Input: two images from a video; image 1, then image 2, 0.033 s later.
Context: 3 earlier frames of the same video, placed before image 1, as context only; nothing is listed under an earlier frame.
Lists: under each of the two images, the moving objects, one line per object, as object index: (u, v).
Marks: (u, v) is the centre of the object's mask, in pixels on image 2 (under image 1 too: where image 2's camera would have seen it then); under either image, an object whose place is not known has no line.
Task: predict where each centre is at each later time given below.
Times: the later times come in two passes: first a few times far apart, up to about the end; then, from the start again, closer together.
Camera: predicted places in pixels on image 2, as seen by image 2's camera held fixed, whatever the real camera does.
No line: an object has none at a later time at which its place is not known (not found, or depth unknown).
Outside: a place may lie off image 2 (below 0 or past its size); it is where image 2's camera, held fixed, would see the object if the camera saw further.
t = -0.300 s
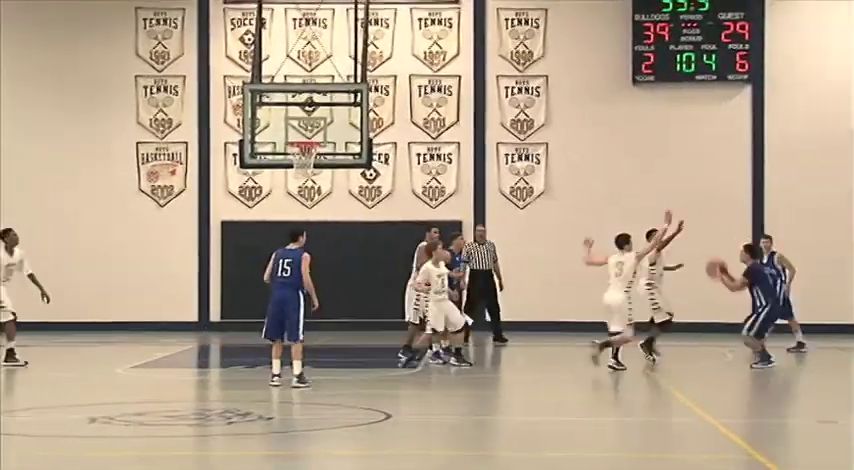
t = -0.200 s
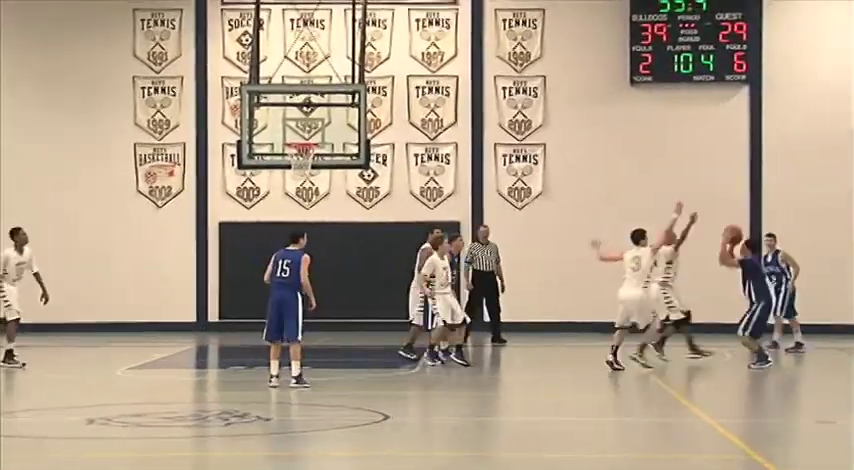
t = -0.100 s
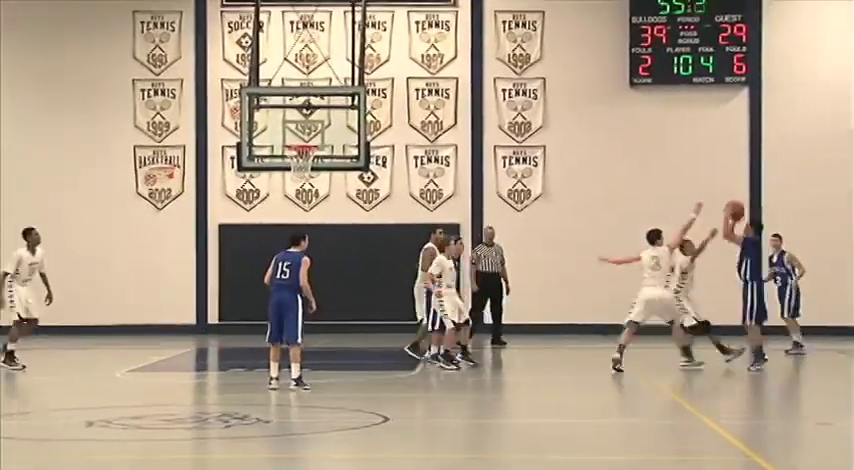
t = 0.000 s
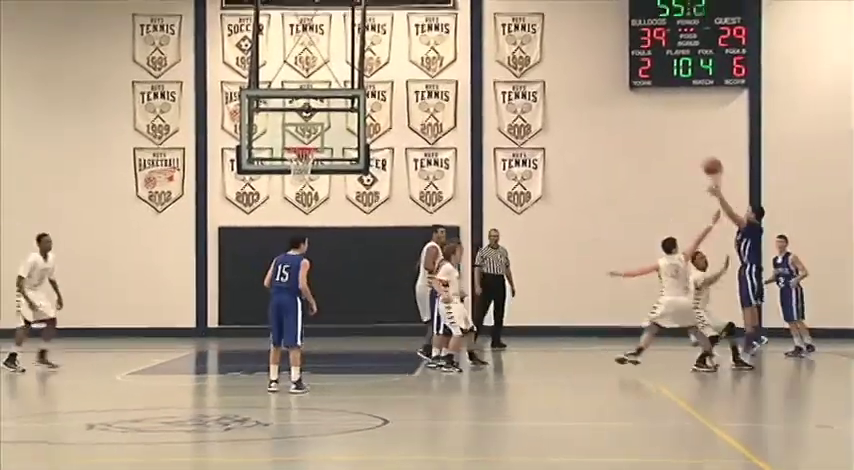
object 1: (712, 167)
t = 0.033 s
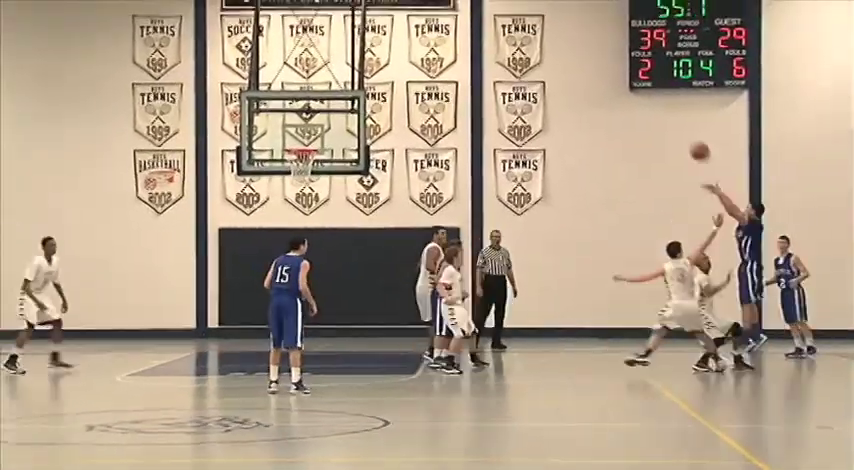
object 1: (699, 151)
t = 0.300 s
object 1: (603, 54)
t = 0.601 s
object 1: (508, 13)
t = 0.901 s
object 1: (419, 36)
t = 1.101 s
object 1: (367, 83)
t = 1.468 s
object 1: (334, 103)
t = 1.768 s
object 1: (355, 90)
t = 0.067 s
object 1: (687, 136)
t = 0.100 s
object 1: (674, 121)
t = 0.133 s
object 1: (663, 108)
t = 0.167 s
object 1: (649, 95)
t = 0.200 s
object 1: (638, 83)
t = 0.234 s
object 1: (626, 72)
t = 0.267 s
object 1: (614, 63)
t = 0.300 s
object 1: (603, 54)
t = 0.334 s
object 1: (592, 46)
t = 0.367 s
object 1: (581, 39)
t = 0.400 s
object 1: (571, 33)
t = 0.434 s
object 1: (560, 27)
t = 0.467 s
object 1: (549, 23)
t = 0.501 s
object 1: (539, 19)
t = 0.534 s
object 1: (528, 16)
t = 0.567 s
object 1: (518, 14)
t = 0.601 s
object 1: (508, 13)
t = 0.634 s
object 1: (498, 12)
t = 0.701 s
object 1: (478, 13)
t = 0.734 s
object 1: (468, 15)
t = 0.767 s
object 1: (458, 17)
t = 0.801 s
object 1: (449, 20)
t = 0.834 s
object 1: (437, 25)
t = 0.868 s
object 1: (429, 30)
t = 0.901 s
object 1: (419, 36)
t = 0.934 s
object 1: (409, 42)
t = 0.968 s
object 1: (400, 48)
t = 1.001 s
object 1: (391, 56)
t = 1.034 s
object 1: (382, 64)
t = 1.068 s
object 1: (373, 72)
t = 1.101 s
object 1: (367, 83)
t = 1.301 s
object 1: (319, 140)
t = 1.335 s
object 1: (324, 131)
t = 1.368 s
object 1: (326, 123)
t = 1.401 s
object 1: (329, 116)
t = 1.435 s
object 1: (331, 110)
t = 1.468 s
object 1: (334, 103)
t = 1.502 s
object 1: (336, 103)
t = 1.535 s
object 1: (338, 97)
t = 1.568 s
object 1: (342, 92)
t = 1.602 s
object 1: (344, 91)
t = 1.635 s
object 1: (345, 90)
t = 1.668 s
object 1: (347, 89)
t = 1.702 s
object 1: (350, 89)
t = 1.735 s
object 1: (352, 89)
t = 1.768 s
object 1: (355, 90)
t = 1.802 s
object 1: (358, 93)
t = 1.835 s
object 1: (360, 95)
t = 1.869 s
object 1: (363, 99)
